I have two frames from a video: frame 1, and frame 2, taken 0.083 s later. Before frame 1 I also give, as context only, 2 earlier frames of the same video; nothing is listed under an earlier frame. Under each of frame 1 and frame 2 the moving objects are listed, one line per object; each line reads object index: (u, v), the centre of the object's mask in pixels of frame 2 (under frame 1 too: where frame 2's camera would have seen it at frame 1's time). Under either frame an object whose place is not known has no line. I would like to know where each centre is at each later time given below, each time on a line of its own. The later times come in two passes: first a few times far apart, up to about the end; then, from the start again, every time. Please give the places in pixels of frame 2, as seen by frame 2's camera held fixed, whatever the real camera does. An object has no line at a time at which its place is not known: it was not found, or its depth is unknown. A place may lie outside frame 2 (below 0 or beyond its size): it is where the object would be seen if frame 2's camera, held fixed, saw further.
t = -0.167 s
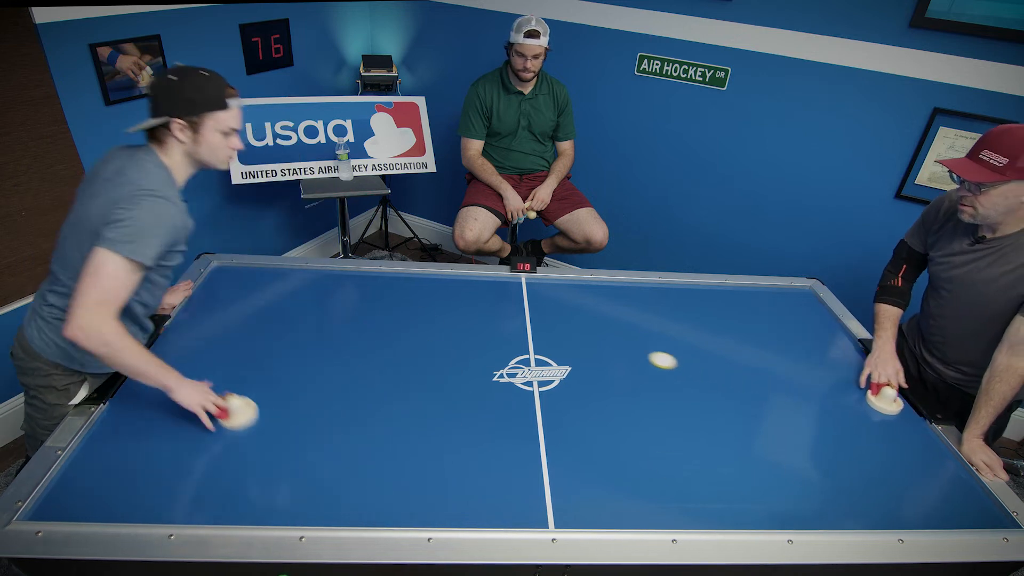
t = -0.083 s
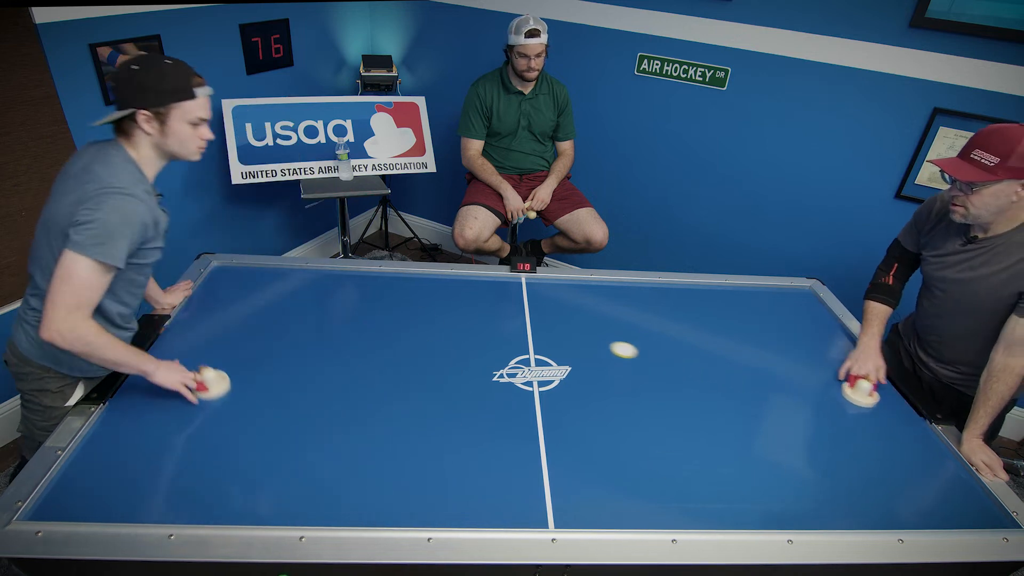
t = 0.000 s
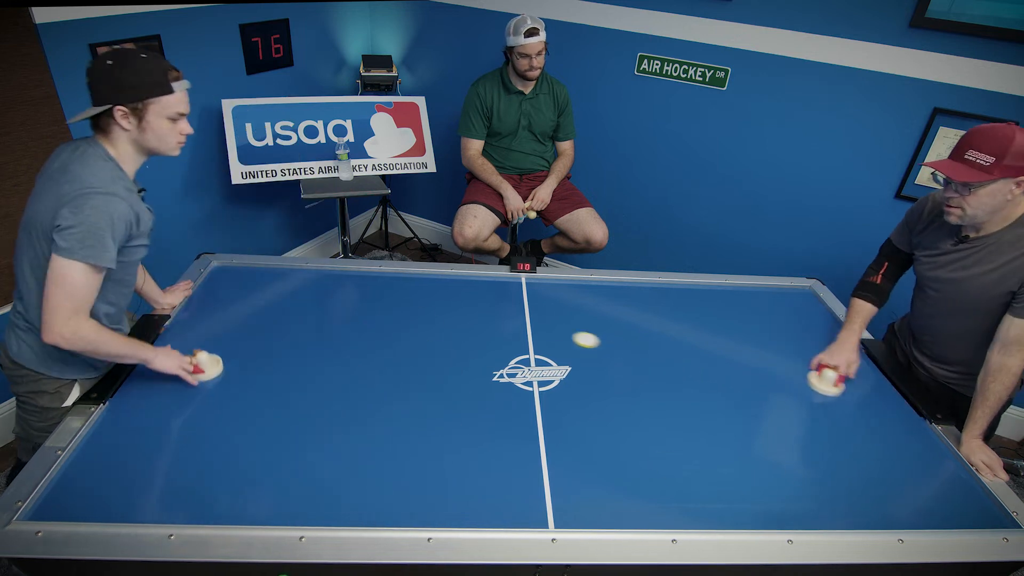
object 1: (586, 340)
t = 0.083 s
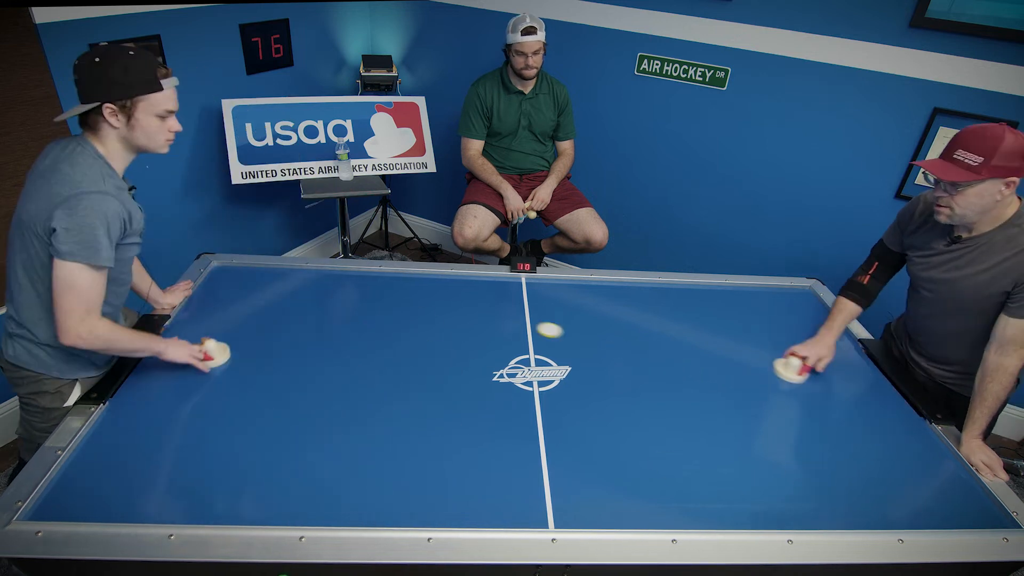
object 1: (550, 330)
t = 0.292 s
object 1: (464, 306)
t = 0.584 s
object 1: (355, 276)
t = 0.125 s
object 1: (531, 325)
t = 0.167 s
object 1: (513, 320)
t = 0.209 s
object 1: (497, 316)
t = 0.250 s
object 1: (480, 311)
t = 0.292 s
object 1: (464, 306)
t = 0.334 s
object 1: (447, 302)
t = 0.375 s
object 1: (431, 297)
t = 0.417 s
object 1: (416, 293)
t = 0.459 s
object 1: (400, 289)
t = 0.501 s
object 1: (385, 285)
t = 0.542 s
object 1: (370, 280)
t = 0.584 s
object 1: (355, 276)
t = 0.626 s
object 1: (339, 277)
